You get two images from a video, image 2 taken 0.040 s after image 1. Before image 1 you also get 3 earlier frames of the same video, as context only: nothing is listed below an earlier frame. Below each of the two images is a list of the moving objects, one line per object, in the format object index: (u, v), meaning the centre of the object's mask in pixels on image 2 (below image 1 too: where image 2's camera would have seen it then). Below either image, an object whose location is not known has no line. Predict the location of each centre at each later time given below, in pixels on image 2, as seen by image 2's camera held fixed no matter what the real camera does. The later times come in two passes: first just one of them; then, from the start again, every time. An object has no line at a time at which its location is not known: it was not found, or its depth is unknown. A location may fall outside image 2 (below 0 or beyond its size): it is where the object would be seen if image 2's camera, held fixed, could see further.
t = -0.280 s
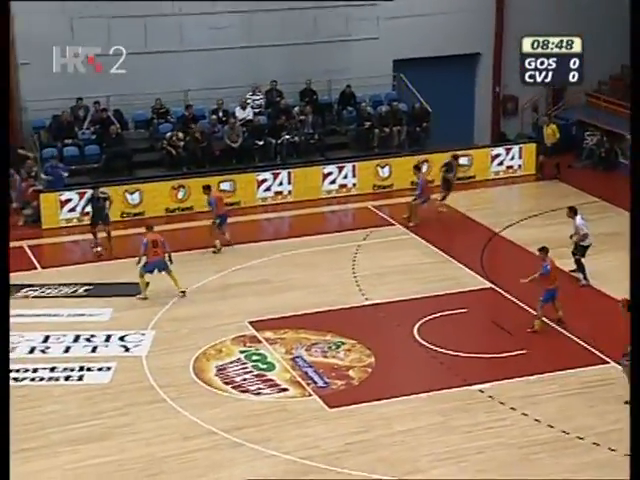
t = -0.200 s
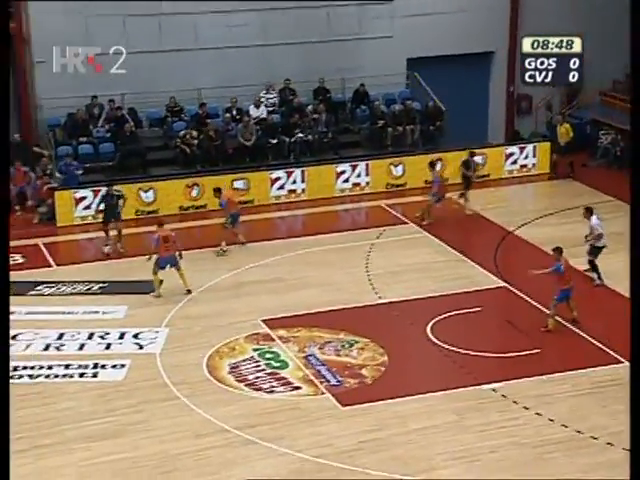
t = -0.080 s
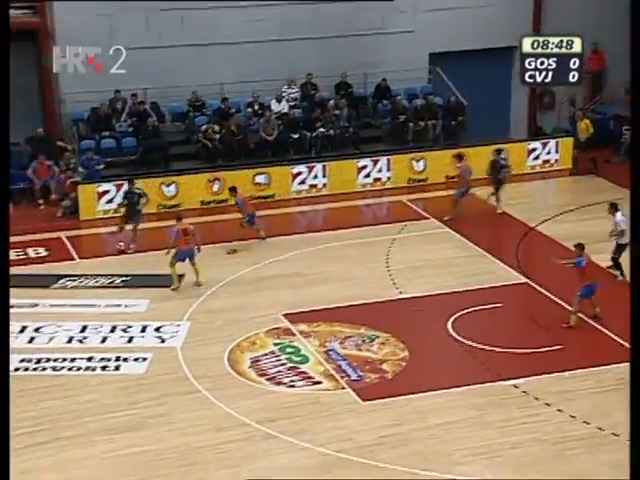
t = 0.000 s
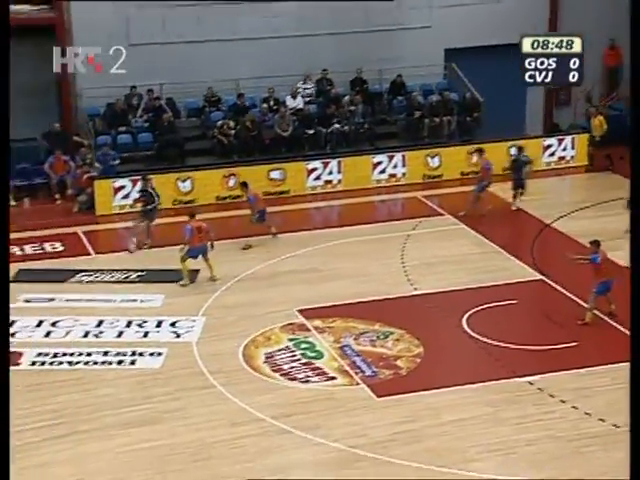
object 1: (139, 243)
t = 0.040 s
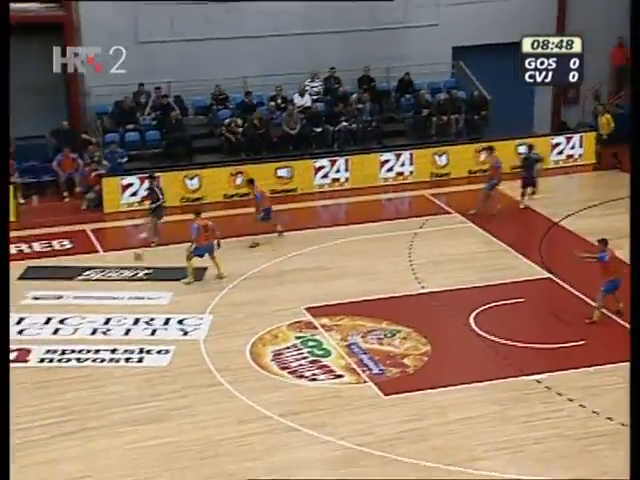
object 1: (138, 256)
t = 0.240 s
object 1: (135, 306)
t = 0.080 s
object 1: (137, 266)
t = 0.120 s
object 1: (136, 277)
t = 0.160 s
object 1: (136, 285)
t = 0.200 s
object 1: (134, 294)
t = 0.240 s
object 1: (135, 306)
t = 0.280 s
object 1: (134, 314)
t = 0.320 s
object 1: (134, 323)
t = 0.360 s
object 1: (133, 336)
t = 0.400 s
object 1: (133, 349)
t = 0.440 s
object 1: (132, 358)
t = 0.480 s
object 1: (133, 368)
